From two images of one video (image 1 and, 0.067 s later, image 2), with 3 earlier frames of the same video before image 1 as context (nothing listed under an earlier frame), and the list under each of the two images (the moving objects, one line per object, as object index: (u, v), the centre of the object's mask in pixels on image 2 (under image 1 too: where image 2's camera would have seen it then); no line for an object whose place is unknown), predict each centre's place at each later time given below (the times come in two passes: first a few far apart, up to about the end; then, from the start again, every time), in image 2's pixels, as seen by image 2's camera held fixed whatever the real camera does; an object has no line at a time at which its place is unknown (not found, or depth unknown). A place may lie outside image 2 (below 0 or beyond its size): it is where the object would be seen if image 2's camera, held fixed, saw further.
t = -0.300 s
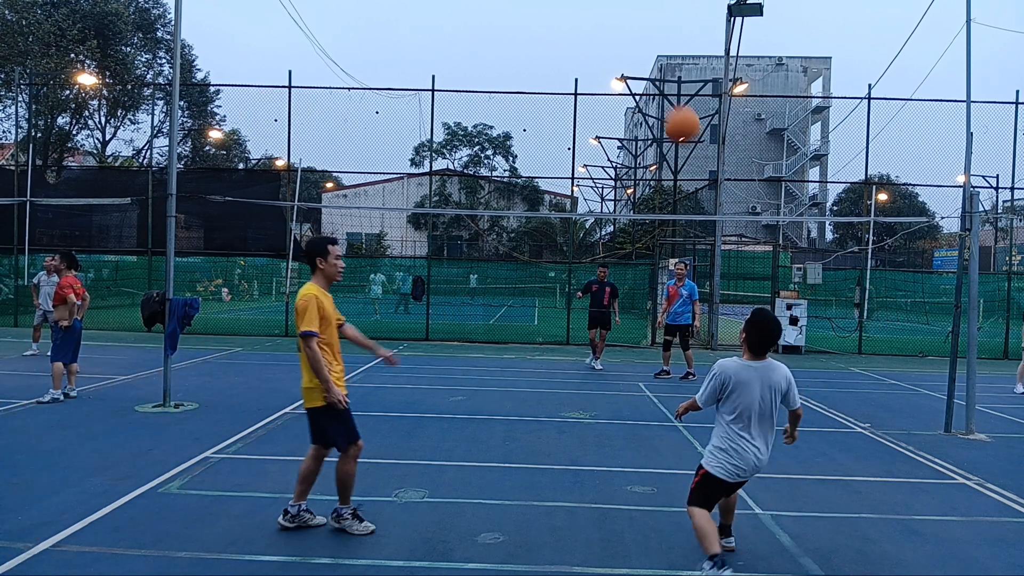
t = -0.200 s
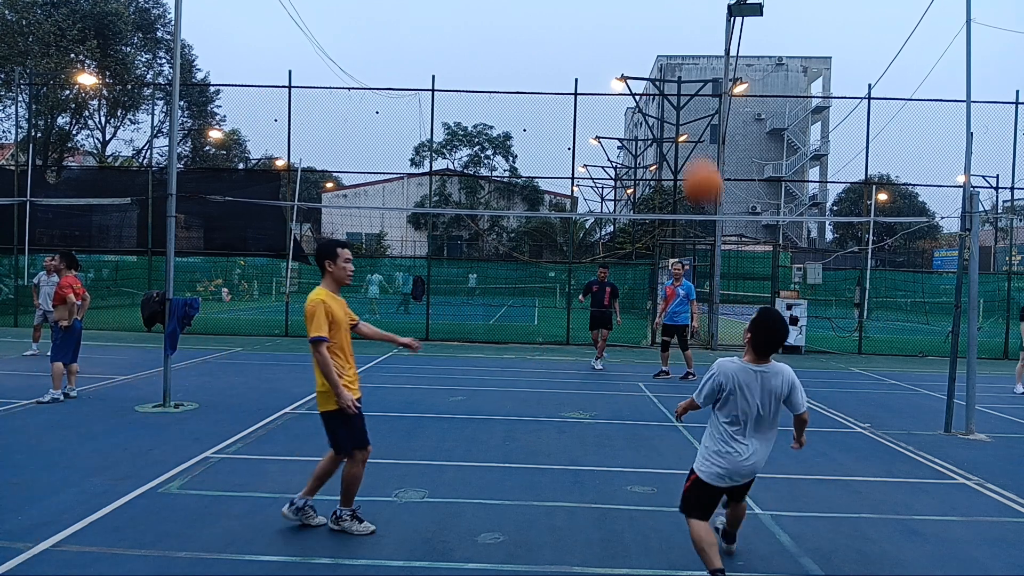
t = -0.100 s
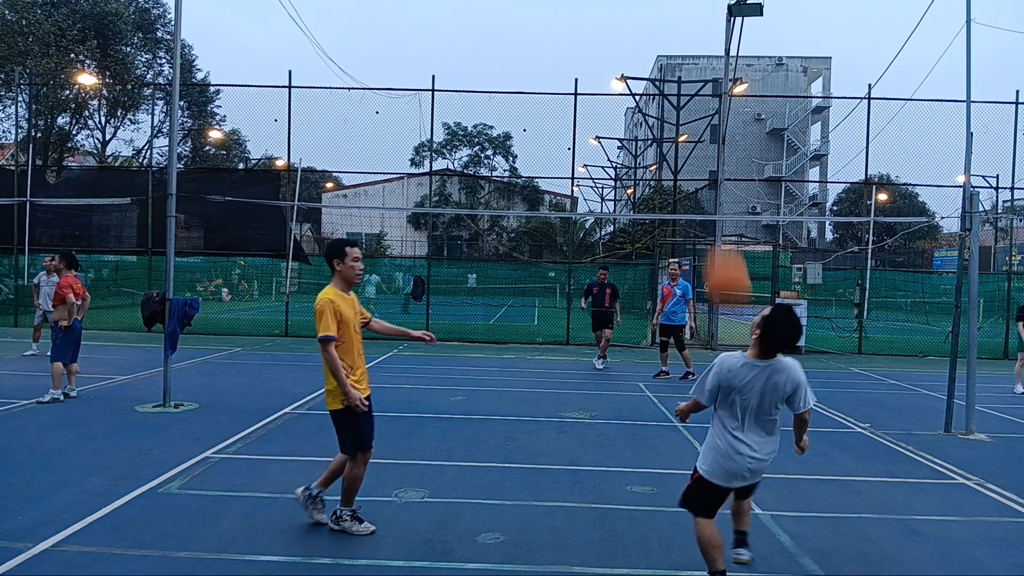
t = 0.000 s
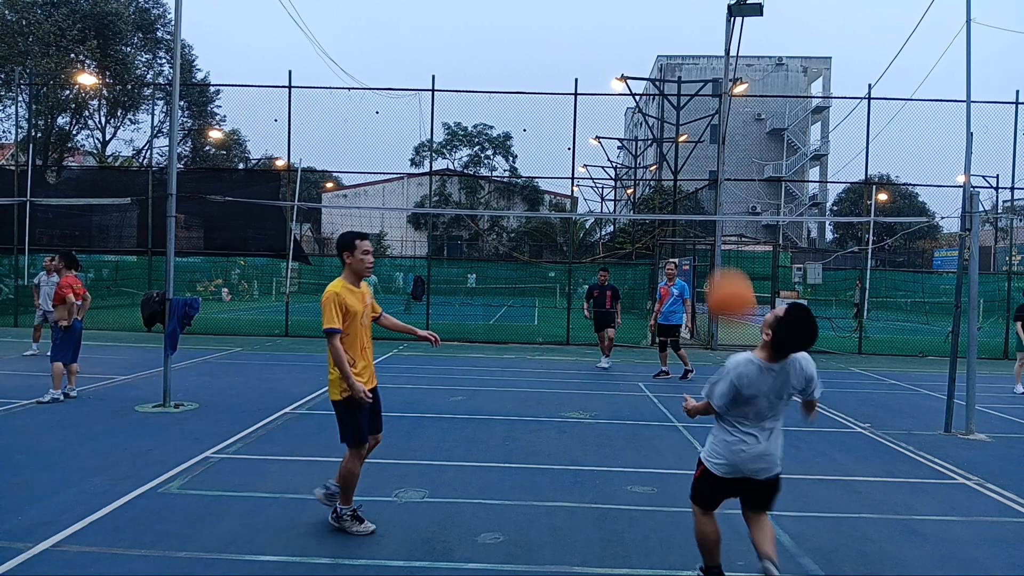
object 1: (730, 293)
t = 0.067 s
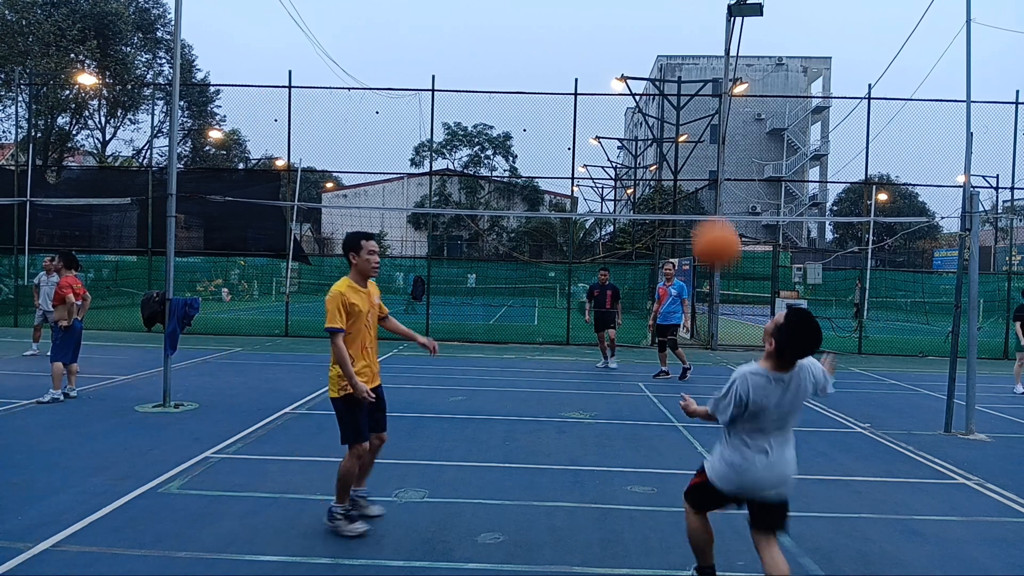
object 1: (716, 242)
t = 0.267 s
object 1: (676, 143)
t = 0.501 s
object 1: (633, 125)
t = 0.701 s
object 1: (596, 183)
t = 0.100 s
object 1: (709, 219)
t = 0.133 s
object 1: (702, 199)
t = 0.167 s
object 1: (696, 183)
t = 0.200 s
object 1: (690, 166)
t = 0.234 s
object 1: (683, 155)
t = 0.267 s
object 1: (676, 143)
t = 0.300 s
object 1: (670, 135)
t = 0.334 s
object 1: (664, 128)
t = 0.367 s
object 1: (657, 124)
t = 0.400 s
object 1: (651, 121)
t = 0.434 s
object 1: (645, 121)
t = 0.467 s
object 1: (639, 122)
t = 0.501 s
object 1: (633, 125)
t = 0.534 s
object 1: (627, 130)
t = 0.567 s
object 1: (620, 137)
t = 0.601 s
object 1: (614, 147)
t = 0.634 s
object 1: (608, 157)
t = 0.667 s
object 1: (602, 170)
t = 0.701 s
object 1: (596, 183)
